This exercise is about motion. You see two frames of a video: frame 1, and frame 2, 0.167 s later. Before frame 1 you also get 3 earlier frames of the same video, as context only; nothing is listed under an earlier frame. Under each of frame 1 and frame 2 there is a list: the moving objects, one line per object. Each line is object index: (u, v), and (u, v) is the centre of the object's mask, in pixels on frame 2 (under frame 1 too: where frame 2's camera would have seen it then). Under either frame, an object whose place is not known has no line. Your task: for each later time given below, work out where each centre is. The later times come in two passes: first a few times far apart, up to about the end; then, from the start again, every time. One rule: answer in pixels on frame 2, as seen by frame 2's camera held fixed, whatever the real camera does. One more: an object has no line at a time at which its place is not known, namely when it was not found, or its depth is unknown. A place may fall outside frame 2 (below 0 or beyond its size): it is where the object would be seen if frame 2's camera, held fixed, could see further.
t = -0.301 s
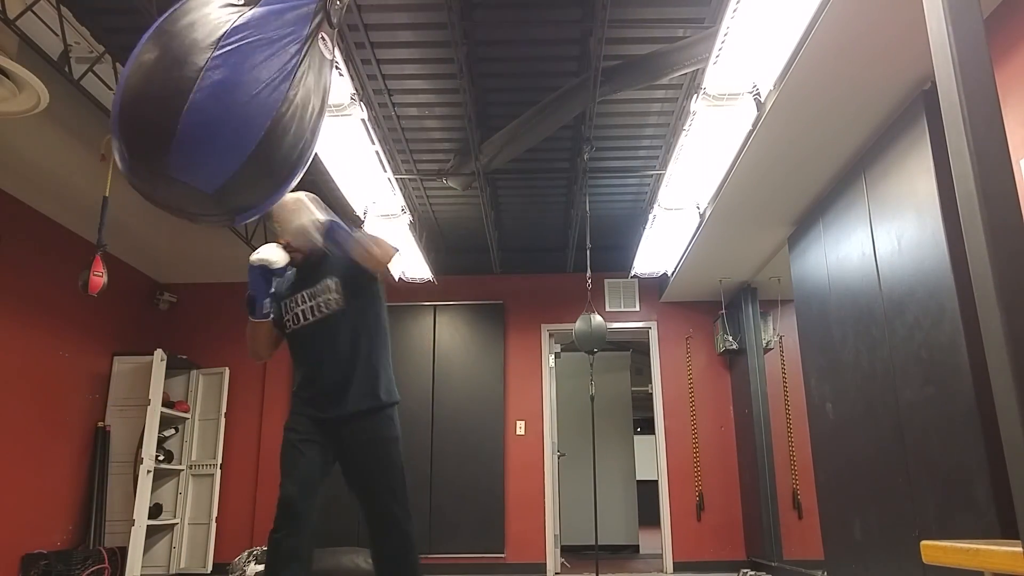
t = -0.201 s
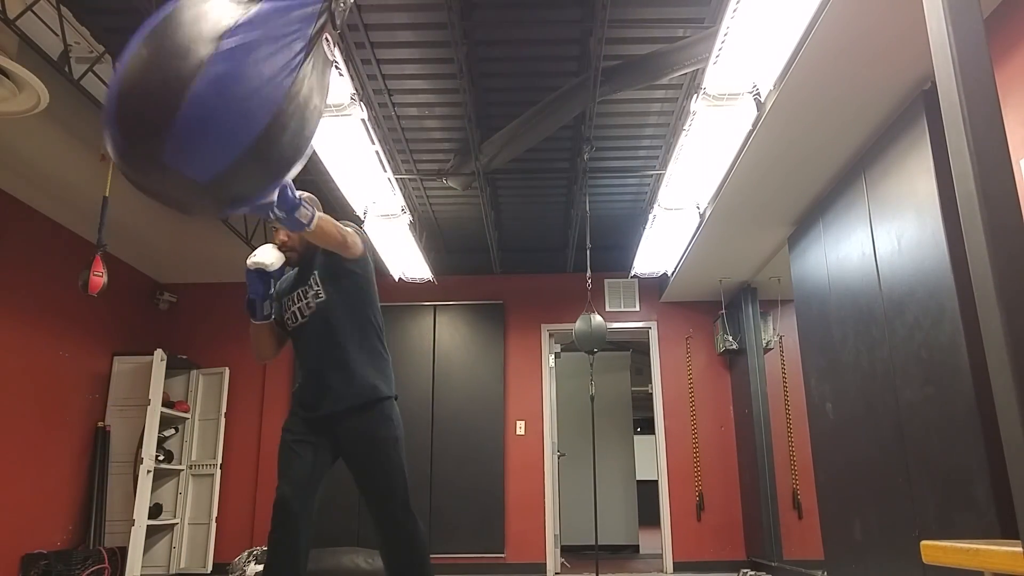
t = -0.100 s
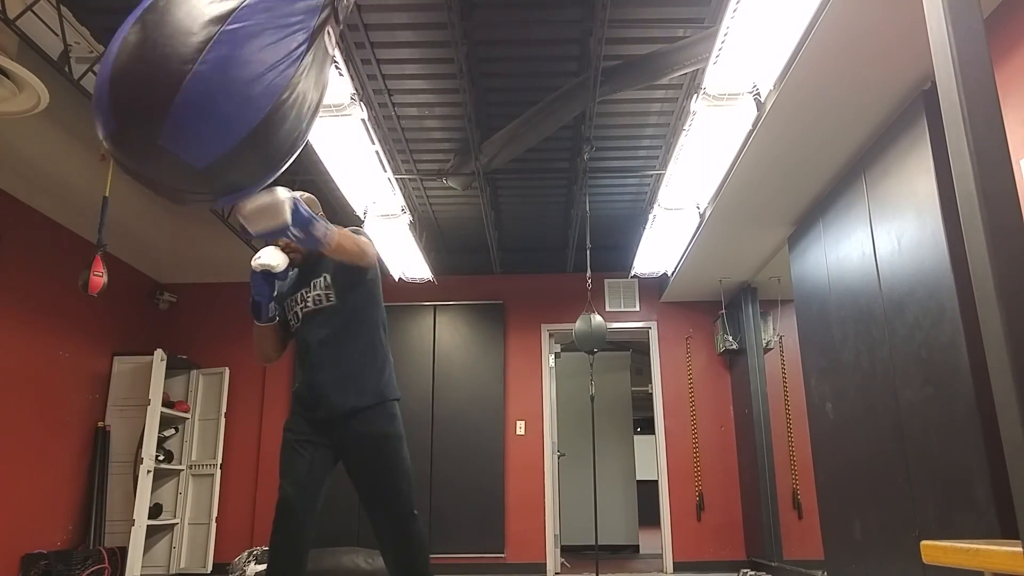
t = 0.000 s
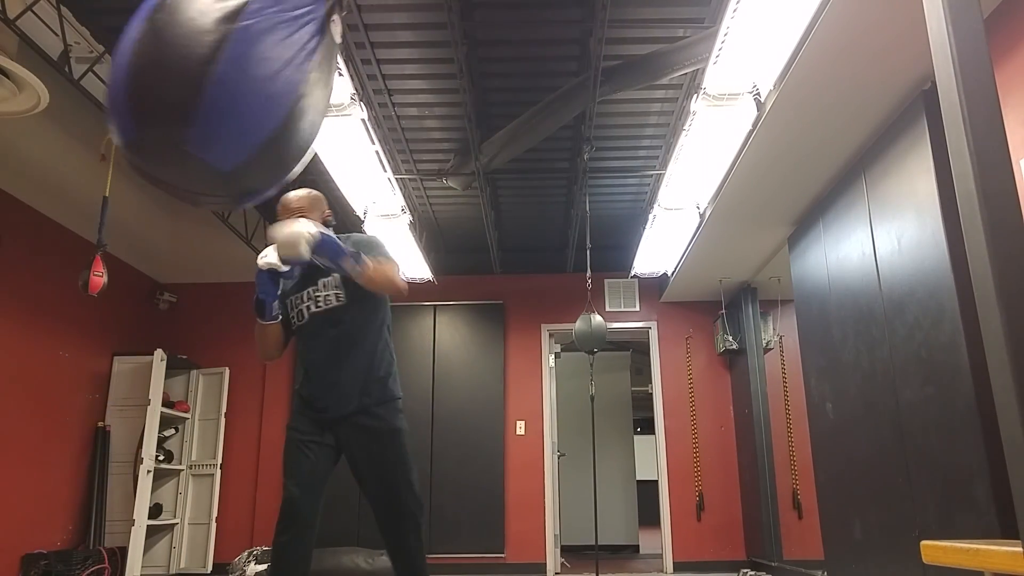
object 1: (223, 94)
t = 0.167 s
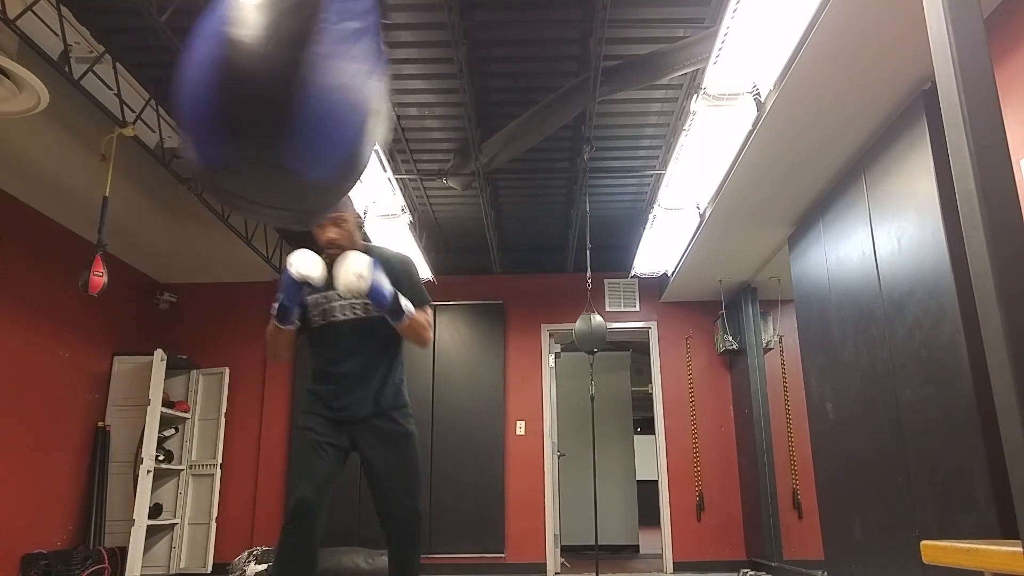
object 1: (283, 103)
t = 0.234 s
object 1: (323, 113)
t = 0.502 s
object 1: (486, 132)
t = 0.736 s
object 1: (560, 132)
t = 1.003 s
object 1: (559, 145)
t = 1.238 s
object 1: (498, 167)
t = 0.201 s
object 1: (302, 107)
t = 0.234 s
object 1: (323, 113)
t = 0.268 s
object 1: (346, 118)
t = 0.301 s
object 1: (371, 121)
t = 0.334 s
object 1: (392, 123)
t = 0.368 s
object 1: (416, 124)
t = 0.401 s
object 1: (436, 126)
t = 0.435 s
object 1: (455, 129)
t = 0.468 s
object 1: (471, 130)
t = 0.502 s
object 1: (486, 132)
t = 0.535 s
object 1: (500, 131)
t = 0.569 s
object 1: (513, 130)
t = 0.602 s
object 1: (526, 131)
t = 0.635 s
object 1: (538, 133)
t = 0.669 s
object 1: (548, 132)
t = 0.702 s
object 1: (555, 132)
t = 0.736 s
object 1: (560, 132)
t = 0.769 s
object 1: (566, 133)
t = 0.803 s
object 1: (569, 134)
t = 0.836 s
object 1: (571, 134)
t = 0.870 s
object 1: (571, 136)
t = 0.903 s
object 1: (570, 137)
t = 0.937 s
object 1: (568, 139)
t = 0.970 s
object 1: (564, 142)
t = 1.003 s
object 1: (559, 145)
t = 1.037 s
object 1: (554, 150)
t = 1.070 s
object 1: (548, 153)
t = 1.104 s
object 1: (539, 156)
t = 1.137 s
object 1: (531, 160)
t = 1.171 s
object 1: (521, 163)
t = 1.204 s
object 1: (509, 166)
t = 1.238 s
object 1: (498, 167)
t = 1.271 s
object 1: (485, 170)
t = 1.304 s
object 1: (474, 171)
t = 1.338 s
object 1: (460, 172)
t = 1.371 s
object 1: (447, 172)
